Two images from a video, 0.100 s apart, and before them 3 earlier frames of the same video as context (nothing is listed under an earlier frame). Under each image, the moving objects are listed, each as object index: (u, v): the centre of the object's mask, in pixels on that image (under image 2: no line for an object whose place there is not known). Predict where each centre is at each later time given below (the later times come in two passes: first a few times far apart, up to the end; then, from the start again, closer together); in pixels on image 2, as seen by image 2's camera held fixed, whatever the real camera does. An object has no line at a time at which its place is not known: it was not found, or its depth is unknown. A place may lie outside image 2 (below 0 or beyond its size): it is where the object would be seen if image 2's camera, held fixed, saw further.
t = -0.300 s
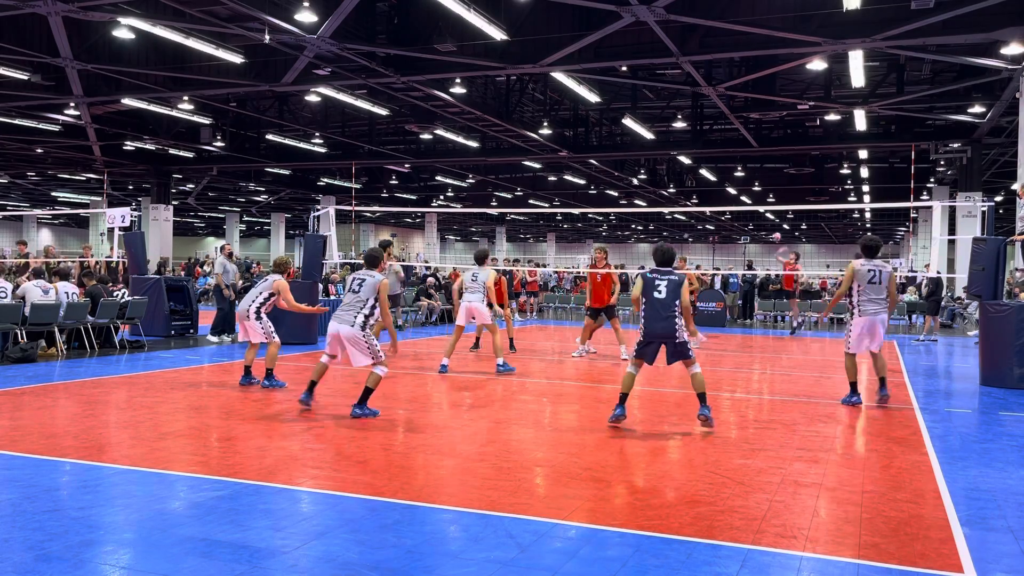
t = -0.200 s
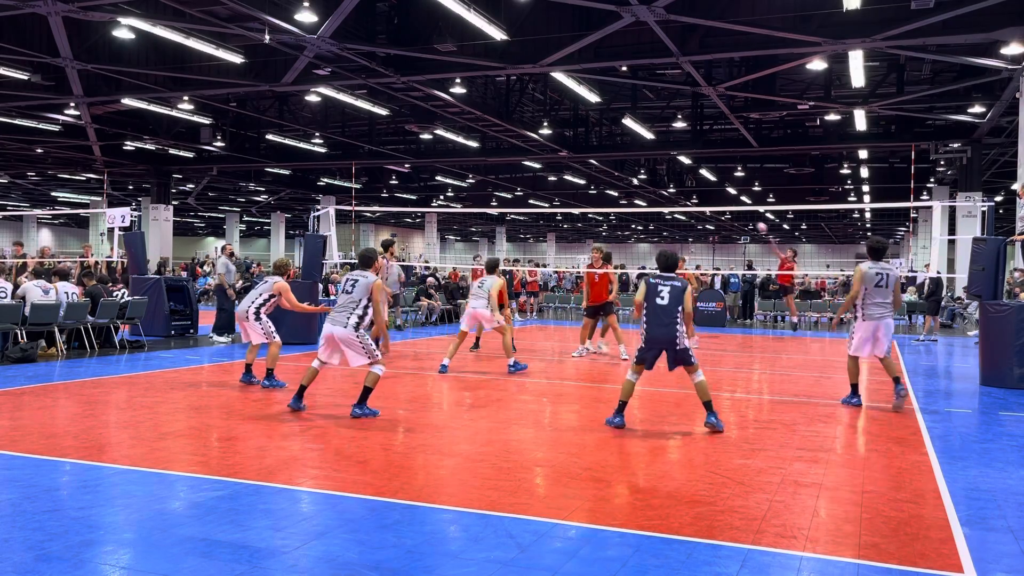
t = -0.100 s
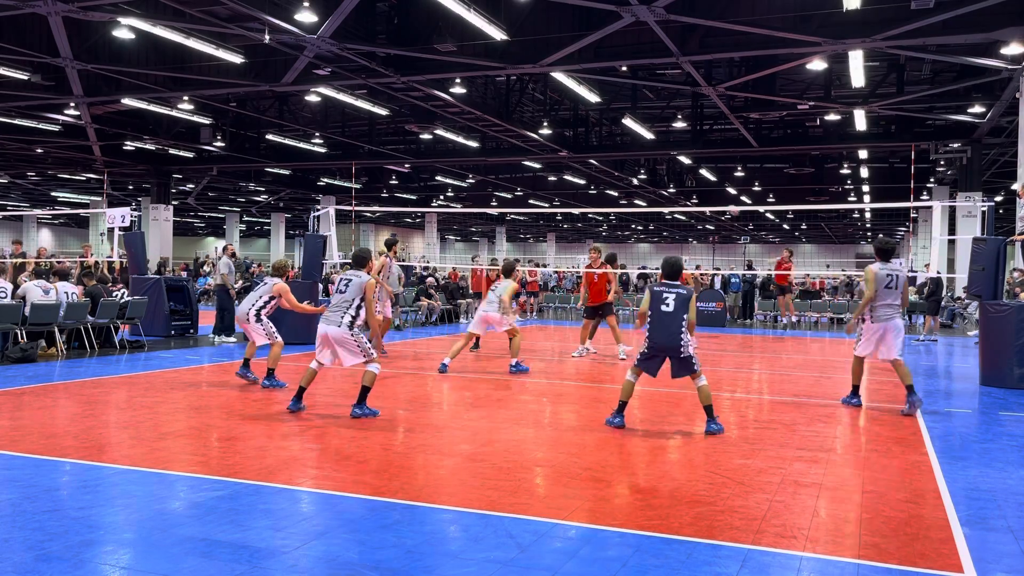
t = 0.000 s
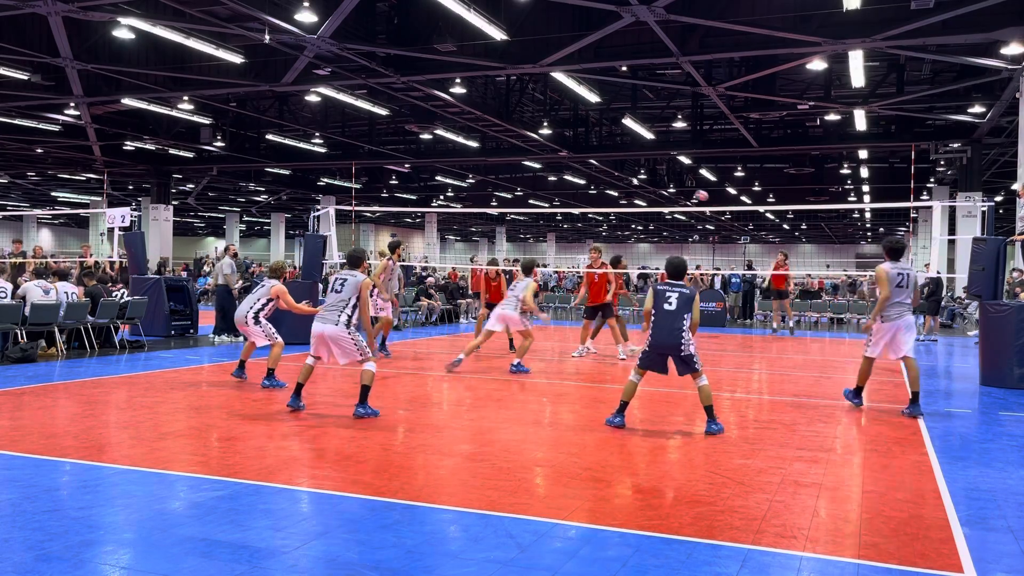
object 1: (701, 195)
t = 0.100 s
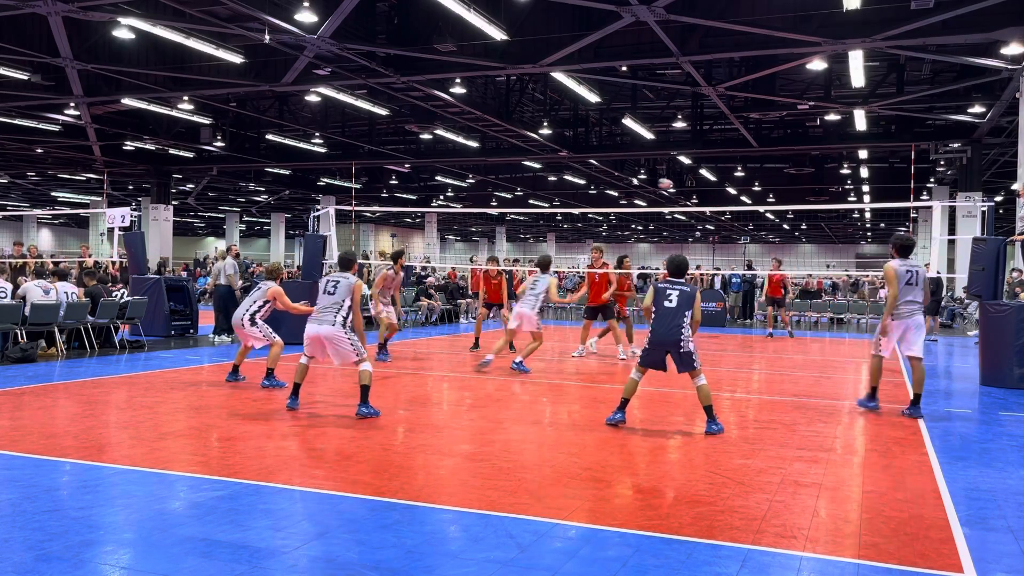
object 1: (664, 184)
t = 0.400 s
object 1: (528, 177)
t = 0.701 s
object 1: (328, 228)
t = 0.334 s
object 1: (563, 174)
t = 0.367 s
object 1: (545, 175)
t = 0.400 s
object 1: (528, 177)
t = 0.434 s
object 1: (510, 180)
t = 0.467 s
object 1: (491, 183)
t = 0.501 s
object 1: (472, 187)
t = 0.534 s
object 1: (451, 192)
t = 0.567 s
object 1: (428, 197)
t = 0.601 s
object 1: (406, 202)
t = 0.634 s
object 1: (382, 211)
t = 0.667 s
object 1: (355, 218)
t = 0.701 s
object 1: (328, 228)
